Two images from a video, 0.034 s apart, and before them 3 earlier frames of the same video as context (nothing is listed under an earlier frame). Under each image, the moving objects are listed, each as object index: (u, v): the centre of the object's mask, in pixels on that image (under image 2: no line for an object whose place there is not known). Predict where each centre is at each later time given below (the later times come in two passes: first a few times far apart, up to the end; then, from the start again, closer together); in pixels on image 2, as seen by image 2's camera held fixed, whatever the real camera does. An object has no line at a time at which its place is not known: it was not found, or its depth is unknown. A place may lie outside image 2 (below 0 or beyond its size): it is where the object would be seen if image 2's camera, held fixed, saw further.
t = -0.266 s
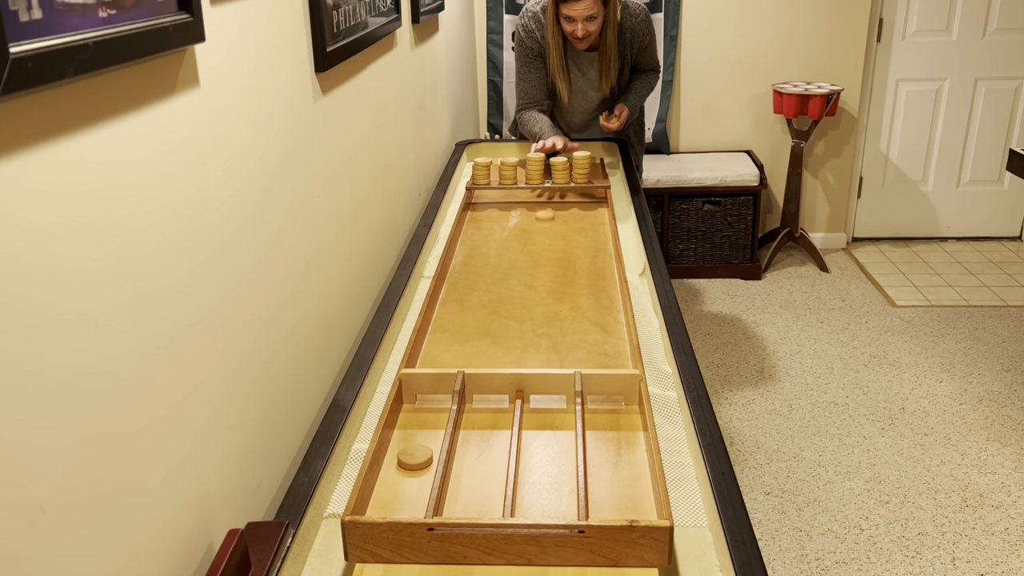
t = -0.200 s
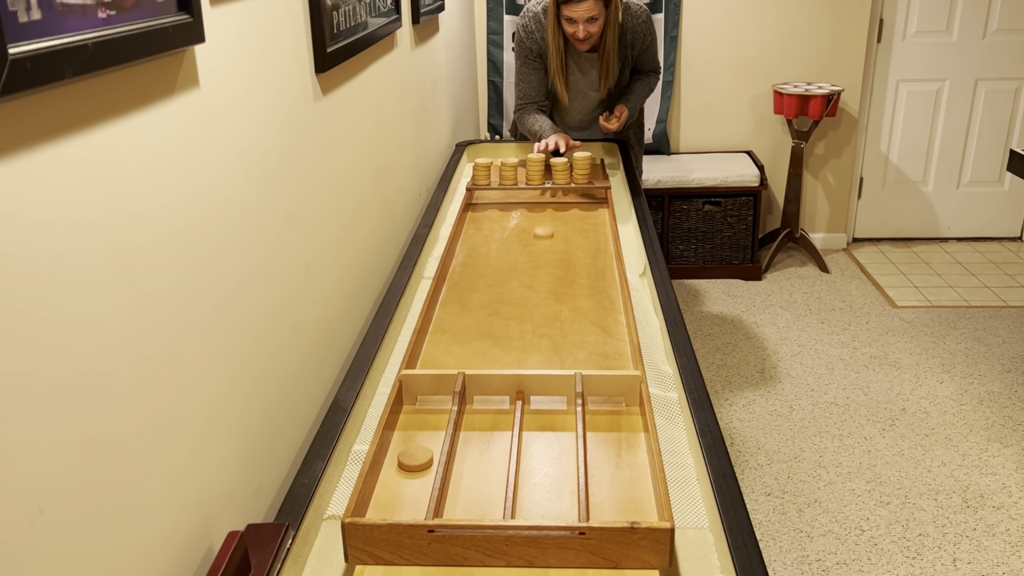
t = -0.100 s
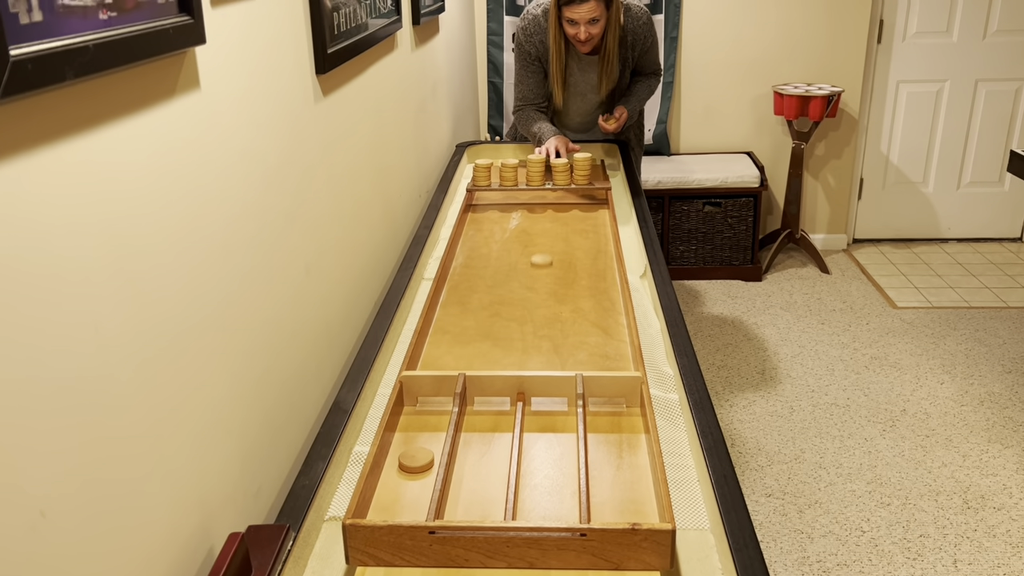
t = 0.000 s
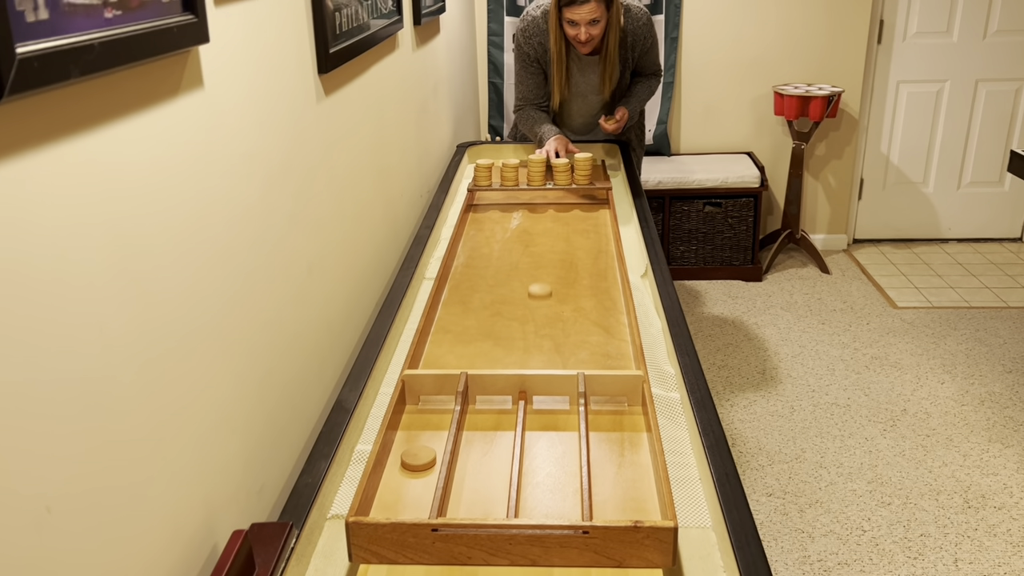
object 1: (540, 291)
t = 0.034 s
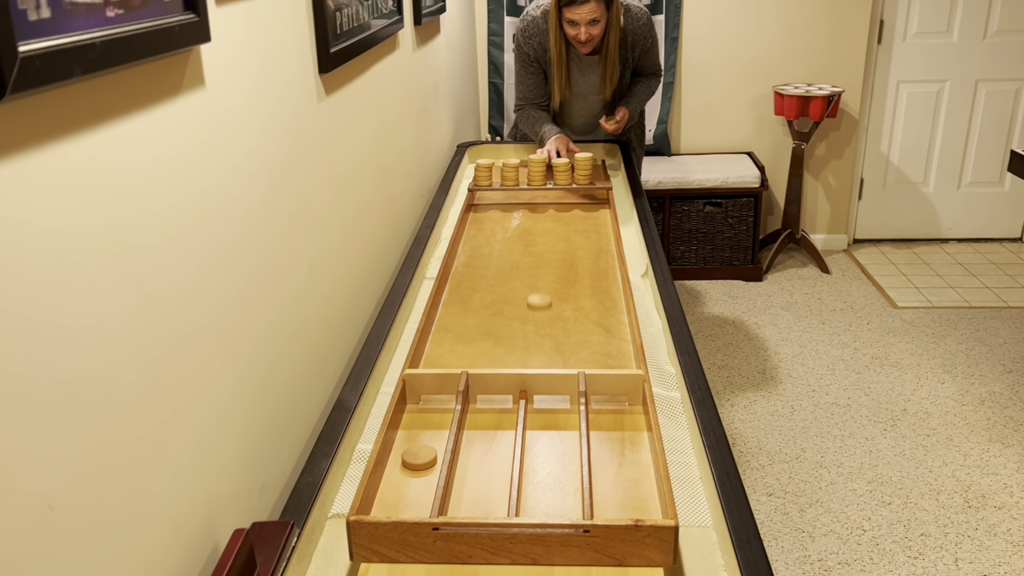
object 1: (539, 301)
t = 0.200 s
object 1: (534, 362)
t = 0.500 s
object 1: (541, 323)
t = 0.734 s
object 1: (547, 285)
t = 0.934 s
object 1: (550, 262)
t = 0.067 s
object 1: (538, 313)
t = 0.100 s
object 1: (537, 325)
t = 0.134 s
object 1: (536, 338)
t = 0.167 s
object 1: (535, 351)
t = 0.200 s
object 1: (534, 362)
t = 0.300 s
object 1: (528, 365)
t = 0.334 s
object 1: (535, 361)
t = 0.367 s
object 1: (537, 353)
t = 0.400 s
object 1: (538, 344)
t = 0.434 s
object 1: (539, 336)
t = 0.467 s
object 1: (540, 329)
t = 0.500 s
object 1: (541, 323)
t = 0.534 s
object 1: (542, 317)
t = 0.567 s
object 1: (543, 311)
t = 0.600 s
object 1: (544, 304)
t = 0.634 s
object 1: (545, 299)
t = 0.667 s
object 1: (546, 294)
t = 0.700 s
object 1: (546, 289)
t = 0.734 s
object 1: (547, 285)
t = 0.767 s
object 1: (548, 280)
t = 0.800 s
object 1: (548, 276)
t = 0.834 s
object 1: (548, 272)
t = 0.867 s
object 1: (549, 269)
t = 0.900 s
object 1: (549, 265)
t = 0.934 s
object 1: (550, 262)
